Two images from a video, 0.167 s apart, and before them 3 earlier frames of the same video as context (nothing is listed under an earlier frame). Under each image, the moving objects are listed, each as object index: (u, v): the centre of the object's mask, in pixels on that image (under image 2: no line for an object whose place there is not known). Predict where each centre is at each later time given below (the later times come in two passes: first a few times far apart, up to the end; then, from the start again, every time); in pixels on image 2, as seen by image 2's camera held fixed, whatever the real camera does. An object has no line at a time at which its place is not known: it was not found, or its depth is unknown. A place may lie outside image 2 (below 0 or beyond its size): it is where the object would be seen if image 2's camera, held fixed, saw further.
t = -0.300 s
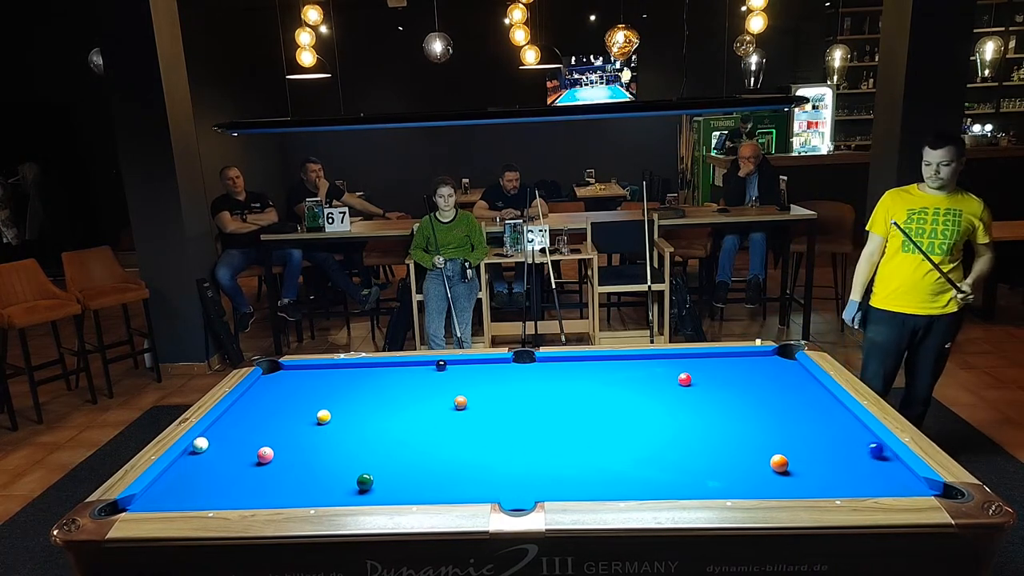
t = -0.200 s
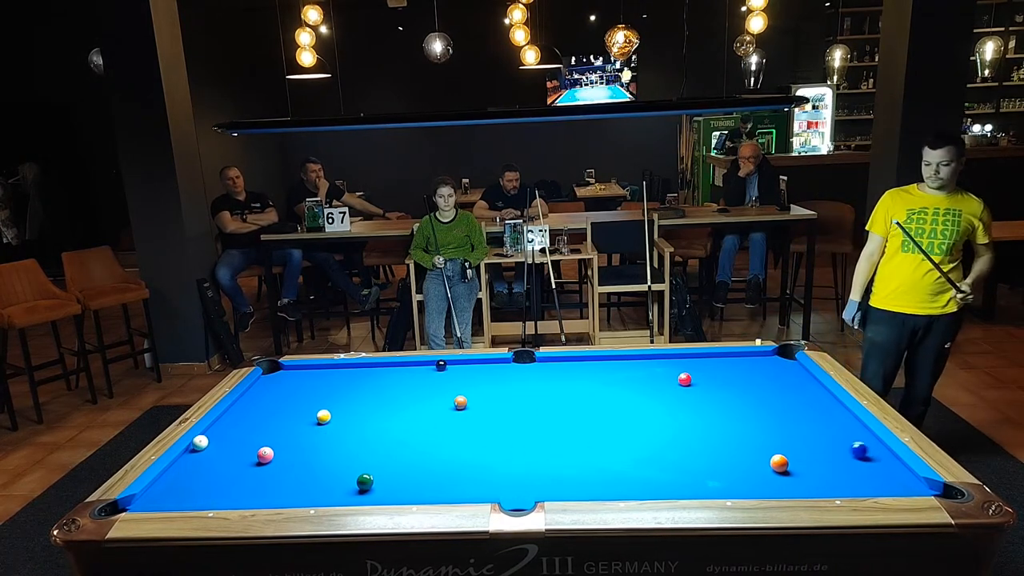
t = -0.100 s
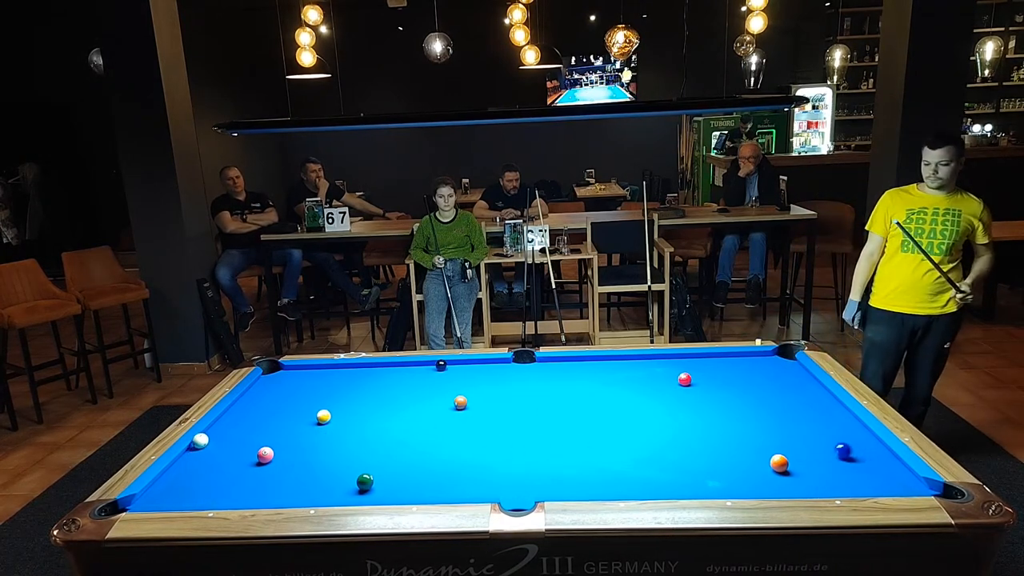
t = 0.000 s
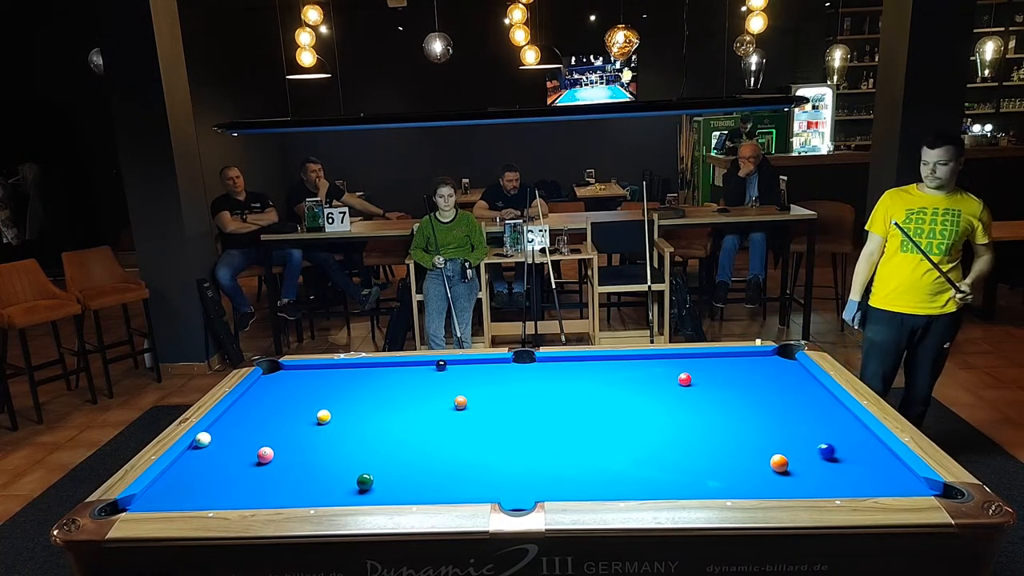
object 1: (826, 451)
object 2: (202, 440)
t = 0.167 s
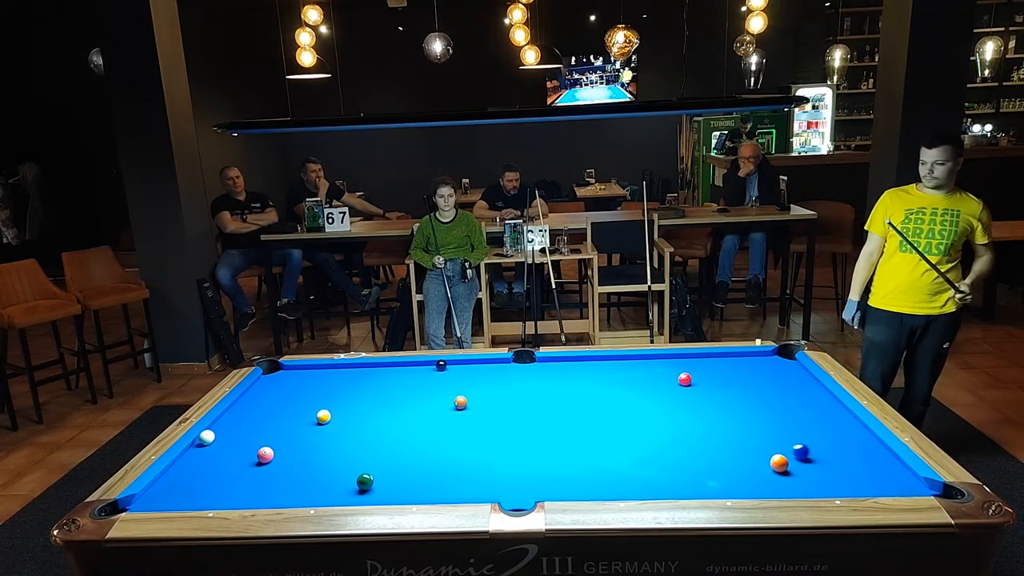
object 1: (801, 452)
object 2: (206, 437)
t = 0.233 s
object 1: (791, 452)
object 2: (208, 437)
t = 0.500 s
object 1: (751, 453)
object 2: (213, 434)
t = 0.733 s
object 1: (719, 454)
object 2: (217, 432)
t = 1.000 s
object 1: (683, 455)
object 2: (219, 431)
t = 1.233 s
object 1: (653, 455)
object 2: (221, 430)
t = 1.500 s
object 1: (621, 455)
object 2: (222, 430)
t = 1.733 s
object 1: (595, 456)
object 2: (222, 430)
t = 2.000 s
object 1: (567, 456)
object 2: (222, 430)
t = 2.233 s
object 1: (544, 456)
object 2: (222, 430)
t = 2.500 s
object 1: (519, 456)
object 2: (222, 430)
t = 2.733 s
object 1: (499, 456)
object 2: (222, 430)
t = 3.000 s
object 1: (477, 456)
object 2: (222, 430)
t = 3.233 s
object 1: (460, 455)
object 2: (222, 430)
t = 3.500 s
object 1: (441, 455)
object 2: (222, 430)
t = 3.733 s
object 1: (426, 455)
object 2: (222, 430)
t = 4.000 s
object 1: (411, 455)
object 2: (222, 430)
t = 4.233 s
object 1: (398, 455)
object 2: (222, 430)
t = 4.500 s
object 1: (386, 456)
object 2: (222, 430)
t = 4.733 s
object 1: (376, 456)
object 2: (222, 430)
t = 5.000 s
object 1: (367, 456)
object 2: (222, 430)
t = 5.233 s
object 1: (360, 455)
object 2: (222, 430)
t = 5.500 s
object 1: (354, 455)
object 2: (222, 430)
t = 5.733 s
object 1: (350, 455)
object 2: (222, 430)
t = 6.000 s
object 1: (346, 455)
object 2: (222, 430)
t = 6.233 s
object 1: (345, 456)
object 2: (222, 430)
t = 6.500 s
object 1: (344, 456)
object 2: (222, 430)
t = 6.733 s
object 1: (344, 456)
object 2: (222, 430)
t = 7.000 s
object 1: (344, 456)
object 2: (222, 430)
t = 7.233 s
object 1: (344, 456)
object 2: (222, 430)
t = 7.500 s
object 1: (344, 456)
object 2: (222, 430)
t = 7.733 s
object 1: (344, 456)
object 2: (222, 430)
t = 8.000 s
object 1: (344, 456)
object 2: (222, 430)
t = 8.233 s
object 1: (344, 456)
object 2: (222, 430)
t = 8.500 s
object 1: (344, 456)
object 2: (221, 430)
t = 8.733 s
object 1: (344, 456)
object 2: (221, 430)
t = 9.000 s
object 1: (344, 456)
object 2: (221, 430)
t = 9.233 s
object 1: (344, 456)
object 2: (221, 430)
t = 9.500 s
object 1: (344, 456)
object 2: (221, 430)
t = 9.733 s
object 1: (344, 456)
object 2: (221, 430)
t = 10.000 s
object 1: (344, 456)
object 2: (221, 430)
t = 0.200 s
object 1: (796, 453)
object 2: (207, 437)
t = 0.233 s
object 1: (791, 452)
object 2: (208, 437)
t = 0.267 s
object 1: (786, 452)
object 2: (209, 436)
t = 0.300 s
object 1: (780, 450)
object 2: (209, 436)
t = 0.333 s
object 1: (775, 450)
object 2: (210, 435)
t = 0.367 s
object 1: (769, 451)
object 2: (210, 435)
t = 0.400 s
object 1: (765, 452)
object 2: (211, 435)
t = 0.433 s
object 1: (761, 453)
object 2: (212, 435)
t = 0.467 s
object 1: (756, 453)
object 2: (213, 434)
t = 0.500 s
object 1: (751, 453)
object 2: (213, 434)
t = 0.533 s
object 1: (746, 454)
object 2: (214, 434)
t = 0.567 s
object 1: (742, 454)
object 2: (214, 433)
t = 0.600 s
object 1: (737, 454)
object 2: (215, 433)
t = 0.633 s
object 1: (732, 454)
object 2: (215, 433)
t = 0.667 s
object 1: (728, 454)
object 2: (216, 433)
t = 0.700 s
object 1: (723, 454)
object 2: (216, 433)
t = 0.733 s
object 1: (719, 454)
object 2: (217, 432)
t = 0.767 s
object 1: (714, 454)
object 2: (217, 432)
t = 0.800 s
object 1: (710, 454)
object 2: (217, 432)
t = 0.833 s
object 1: (705, 455)
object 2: (218, 432)
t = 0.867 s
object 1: (701, 454)
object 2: (218, 432)
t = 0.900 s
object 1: (696, 455)
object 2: (218, 431)
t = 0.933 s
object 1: (691, 455)
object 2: (219, 431)
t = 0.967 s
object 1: (687, 455)
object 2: (219, 431)
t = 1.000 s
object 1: (683, 455)
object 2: (219, 431)
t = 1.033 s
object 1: (679, 455)
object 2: (220, 431)
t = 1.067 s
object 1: (674, 455)
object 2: (220, 430)
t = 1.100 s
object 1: (670, 455)
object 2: (220, 431)
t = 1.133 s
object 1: (666, 455)
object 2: (220, 430)
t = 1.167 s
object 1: (661, 455)
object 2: (220, 430)
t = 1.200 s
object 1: (658, 455)
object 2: (221, 430)
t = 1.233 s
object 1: (653, 455)
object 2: (221, 430)
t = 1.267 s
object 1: (649, 455)
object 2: (221, 430)
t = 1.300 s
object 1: (645, 455)
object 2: (221, 430)
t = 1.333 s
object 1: (641, 455)
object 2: (221, 430)
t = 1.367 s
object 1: (637, 456)
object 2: (221, 430)
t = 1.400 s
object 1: (633, 455)
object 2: (221, 430)
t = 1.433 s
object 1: (629, 456)
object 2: (222, 430)
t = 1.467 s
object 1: (625, 456)
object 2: (221, 430)
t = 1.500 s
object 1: (621, 455)
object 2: (222, 430)
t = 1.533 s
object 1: (617, 456)
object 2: (221, 430)
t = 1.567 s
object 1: (614, 456)
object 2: (222, 430)
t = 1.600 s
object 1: (610, 456)
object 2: (222, 430)
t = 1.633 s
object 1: (606, 456)
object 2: (222, 430)
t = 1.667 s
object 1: (602, 456)
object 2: (222, 430)
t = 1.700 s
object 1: (599, 456)
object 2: (222, 430)
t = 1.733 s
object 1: (595, 456)
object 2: (222, 430)
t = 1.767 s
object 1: (591, 456)
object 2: (222, 430)
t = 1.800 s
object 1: (588, 456)
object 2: (222, 430)
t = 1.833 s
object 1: (584, 456)
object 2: (222, 430)
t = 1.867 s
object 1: (581, 456)
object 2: (222, 430)
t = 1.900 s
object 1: (577, 456)
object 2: (222, 430)
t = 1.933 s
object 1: (574, 456)
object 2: (222, 430)
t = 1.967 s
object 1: (570, 456)
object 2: (222, 430)
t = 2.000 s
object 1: (567, 456)
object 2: (222, 430)
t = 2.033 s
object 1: (563, 456)
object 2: (222, 430)
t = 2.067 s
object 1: (560, 456)
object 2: (222, 430)
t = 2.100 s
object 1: (557, 456)
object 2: (222, 430)
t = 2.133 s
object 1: (553, 456)
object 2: (222, 430)
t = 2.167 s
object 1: (550, 456)
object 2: (222, 430)
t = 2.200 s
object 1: (547, 456)
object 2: (222, 430)
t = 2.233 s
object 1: (544, 456)
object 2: (222, 430)
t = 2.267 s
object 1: (540, 456)
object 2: (222, 430)
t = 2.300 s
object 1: (537, 456)
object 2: (222, 430)
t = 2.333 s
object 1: (534, 456)
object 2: (222, 430)
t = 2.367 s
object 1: (531, 457)
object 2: (222, 430)
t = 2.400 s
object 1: (528, 456)
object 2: (222, 430)
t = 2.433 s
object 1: (525, 457)
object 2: (222, 430)
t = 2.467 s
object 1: (522, 456)
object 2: (222, 430)
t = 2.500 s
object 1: (519, 456)
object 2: (222, 430)
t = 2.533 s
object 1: (516, 456)
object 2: (222, 430)
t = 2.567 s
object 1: (513, 456)
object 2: (222, 430)
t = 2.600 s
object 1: (510, 456)
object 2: (222, 430)
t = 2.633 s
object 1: (507, 456)
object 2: (222, 430)
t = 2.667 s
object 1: (504, 456)
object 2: (222, 430)
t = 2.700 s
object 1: (501, 456)
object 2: (222, 430)
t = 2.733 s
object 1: (499, 456)
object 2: (222, 430)
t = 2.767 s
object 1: (496, 456)
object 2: (222, 430)
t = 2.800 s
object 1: (493, 456)
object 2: (222, 430)
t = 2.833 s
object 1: (490, 456)
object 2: (222, 430)
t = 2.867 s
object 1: (488, 456)
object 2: (222, 430)
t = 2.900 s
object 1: (485, 456)
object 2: (222, 430)
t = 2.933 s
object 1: (482, 456)
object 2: (222, 430)
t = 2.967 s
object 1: (480, 456)
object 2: (222, 430)
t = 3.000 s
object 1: (477, 456)
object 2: (222, 430)
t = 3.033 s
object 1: (475, 456)
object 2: (222, 430)
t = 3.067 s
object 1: (472, 455)
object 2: (222, 430)
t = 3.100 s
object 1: (470, 455)
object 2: (222, 430)
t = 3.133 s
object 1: (467, 455)
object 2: (222, 430)
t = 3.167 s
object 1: (465, 456)
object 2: (222, 430)
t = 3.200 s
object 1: (462, 456)
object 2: (222, 430)
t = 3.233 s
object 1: (460, 455)
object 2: (222, 430)
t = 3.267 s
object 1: (457, 455)
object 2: (222, 430)
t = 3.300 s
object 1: (455, 455)
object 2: (222, 430)
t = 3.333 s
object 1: (453, 455)
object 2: (222, 430)
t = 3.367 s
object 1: (450, 455)
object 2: (222, 430)
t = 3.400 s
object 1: (448, 455)
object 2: (222, 430)
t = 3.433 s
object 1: (446, 455)
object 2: (222, 430)
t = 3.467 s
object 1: (443, 455)
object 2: (222, 430)
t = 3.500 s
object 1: (441, 455)
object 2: (222, 430)
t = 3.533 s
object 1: (439, 455)
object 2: (222, 430)
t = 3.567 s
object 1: (437, 455)
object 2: (222, 430)
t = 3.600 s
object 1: (435, 455)
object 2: (222, 430)
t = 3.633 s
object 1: (432, 455)
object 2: (222, 430)
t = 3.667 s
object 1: (430, 455)
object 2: (222, 430)
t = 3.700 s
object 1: (428, 455)
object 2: (222, 430)
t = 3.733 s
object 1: (426, 455)
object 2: (222, 430)
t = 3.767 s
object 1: (424, 455)
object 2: (222, 430)
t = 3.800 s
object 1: (422, 455)
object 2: (222, 430)
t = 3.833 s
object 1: (420, 455)
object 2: (222, 430)
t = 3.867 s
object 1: (418, 455)
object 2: (222, 430)
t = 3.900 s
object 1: (416, 455)
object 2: (222, 430)
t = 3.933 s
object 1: (414, 455)
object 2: (222, 430)
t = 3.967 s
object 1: (413, 455)
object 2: (222, 430)
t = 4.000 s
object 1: (411, 455)
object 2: (222, 430)
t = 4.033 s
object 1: (409, 455)
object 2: (222, 430)
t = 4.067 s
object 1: (407, 456)
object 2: (222, 430)
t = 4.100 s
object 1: (405, 455)
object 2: (222, 430)
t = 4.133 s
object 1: (404, 456)
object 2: (222, 430)
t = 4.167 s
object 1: (402, 456)
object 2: (222, 430)
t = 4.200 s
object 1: (400, 456)
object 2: (222, 430)
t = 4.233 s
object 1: (398, 455)
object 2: (222, 430)
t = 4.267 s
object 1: (397, 456)
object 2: (222, 430)
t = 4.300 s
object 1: (395, 455)
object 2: (222, 430)
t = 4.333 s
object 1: (393, 456)
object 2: (222, 430)
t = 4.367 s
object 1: (392, 456)
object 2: (222, 430)
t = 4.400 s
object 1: (390, 456)
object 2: (222, 430)
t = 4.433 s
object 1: (389, 456)
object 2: (222, 430)
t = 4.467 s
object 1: (387, 456)
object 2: (222, 430)
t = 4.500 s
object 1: (386, 456)
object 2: (222, 430)
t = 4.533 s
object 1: (384, 456)
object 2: (222, 430)
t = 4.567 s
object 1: (383, 456)
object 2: (222, 430)
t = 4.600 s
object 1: (381, 456)
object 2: (222, 430)
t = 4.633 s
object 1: (380, 456)
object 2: (222, 430)
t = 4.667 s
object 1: (379, 456)
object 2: (222, 430)
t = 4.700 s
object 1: (378, 456)
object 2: (222, 430)
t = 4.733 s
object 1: (376, 456)
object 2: (222, 430)
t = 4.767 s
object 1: (375, 456)
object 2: (222, 430)
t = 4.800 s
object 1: (374, 455)
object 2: (222, 430)
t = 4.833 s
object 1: (373, 455)
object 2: (222, 430)
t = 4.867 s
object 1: (371, 456)
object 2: (222, 430)
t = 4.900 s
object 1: (370, 455)
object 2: (222, 430)
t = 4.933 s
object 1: (369, 455)
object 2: (222, 430)
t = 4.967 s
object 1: (368, 456)
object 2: (222, 430)
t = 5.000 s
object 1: (367, 456)
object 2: (222, 430)
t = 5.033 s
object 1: (366, 455)
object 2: (222, 430)
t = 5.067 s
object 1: (365, 455)
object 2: (222, 430)
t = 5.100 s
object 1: (364, 455)
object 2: (222, 430)
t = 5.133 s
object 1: (363, 455)
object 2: (222, 430)
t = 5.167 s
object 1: (362, 455)
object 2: (222, 430)
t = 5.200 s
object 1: (361, 455)
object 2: (222, 430)
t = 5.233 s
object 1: (360, 455)
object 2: (222, 430)
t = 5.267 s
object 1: (359, 455)
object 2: (222, 430)
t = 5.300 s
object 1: (358, 455)
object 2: (222, 430)
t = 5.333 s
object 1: (357, 455)
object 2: (222, 430)
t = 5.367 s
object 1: (357, 455)
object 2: (222, 430)
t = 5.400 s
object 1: (356, 455)
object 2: (222, 430)
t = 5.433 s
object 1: (355, 455)
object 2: (222, 430)
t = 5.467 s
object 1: (354, 455)
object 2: (222, 430)
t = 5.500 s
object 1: (354, 455)
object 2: (222, 430)
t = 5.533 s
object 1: (353, 455)
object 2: (222, 430)
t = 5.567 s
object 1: (352, 455)
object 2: (222, 430)
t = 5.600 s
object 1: (352, 455)
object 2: (222, 430)
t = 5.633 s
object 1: (351, 455)
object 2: (222, 430)
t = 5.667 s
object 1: (351, 455)
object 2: (222, 430)
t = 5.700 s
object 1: (350, 455)
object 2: (222, 430)
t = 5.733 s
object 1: (350, 455)
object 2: (222, 430)
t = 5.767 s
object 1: (349, 455)
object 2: (222, 430)
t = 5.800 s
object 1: (349, 455)
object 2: (222, 430)
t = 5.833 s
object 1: (348, 455)
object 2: (222, 430)
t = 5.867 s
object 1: (348, 455)
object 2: (222, 430)
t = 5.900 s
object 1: (347, 455)
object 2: (222, 430)
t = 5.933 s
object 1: (347, 455)
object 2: (222, 430)
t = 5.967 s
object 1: (346, 455)
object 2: (222, 430)
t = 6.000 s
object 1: (346, 455)
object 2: (222, 430)
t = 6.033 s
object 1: (346, 455)
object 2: (222, 430)
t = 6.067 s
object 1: (345, 455)
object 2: (222, 430)
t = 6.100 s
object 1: (345, 455)
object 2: (222, 430)
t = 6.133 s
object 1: (345, 455)
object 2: (222, 430)
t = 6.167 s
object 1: (345, 456)
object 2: (222, 430)
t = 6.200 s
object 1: (345, 456)
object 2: (222, 430)
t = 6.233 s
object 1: (345, 456)
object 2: (222, 430)
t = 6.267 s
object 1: (344, 456)
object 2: (222, 430)
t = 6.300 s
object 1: (344, 455)
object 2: (222, 430)
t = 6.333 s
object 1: (344, 456)
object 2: (222, 430)
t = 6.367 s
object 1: (344, 456)
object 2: (222, 430)
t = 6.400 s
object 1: (344, 456)
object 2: (222, 430)
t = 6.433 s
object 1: (344, 456)
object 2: (222, 430)
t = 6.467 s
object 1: (344, 456)
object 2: (222, 430)
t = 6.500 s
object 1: (344, 456)
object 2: (222, 430)
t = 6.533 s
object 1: (344, 456)
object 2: (222, 430)
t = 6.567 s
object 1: (344, 456)
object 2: (222, 430)
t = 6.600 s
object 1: (344, 456)
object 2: (222, 430)
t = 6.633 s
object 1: (344, 456)
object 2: (222, 430)
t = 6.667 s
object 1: (344, 456)
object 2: (222, 430)
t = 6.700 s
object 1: (344, 456)
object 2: (222, 430)
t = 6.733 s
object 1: (344, 456)
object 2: (222, 430)
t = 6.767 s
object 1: (344, 456)
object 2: (222, 430)
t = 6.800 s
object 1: (344, 456)
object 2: (222, 430)
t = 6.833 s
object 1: (344, 456)
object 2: (222, 430)
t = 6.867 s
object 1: (344, 456)
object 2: (222, 430)
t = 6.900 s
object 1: (344, 456)
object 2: (222, 430)
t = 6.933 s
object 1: (344, 456)
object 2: (222, 430)
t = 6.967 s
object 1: (344, 456)
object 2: (222, 430)
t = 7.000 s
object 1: (344, 456)
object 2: (222, 430)
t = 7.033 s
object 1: (344, 456)
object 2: (222, 430)
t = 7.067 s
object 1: (344, 456)
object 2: (222, 430)
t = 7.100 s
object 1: (344, 456)
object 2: (222, 430)
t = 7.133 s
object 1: (344, 456)
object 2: (222, 430)
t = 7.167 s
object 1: (344, 456)
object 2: (222, 430)
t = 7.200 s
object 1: (344, 456)
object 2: (222, 430)
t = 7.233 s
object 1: (344, 456)
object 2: (222, 430)
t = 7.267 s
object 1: (344, 456)
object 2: (222, 430)
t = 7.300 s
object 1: (344, 456)
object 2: (222, 430)
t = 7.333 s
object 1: (344, 456)
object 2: (222, 430)
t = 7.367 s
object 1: (344, 456)
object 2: (222, 430)
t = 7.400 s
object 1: (344, 456)
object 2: (222, 430)
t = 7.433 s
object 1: (344, 456)
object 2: (222, 430)
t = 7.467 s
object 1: (344, 456)
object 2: (222, 430)
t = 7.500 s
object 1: (344, 456)
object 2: (222, 430)
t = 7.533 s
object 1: (344, 456)
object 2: (222, 430)
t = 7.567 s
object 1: (344, 456)
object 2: (222, 430)
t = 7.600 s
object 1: (344, 456)
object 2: (222, 430)
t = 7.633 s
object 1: (344, 456)
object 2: (222, 430)
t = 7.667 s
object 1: (344, 456)
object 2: (222, 430)
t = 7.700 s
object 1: (344, 456)
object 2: (221, 430)
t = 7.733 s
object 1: (344, 456)
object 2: (222, 430)
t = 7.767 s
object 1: (344, 456)
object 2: (222, 430)
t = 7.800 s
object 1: (344, 456)
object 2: (221, 430)
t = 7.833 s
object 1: (344, 456)
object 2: (222, 430)
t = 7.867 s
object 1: (344, 456)
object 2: (222, 430)
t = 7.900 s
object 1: (344, 456)
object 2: (222, 430)
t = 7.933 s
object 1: (344, 456)
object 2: (222, 430)
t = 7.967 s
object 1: (344, 456)
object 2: (222, 430)
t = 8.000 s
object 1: (344, 456)
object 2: (222, 430)
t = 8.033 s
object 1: (344, 456)
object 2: (222, 430)
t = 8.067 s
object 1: (344, 456)
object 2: (222, 430)
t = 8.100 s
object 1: (344, 456)
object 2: (222, 430)
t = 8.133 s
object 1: (344, 456)
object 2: (222, 430)
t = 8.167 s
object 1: (344, 456)
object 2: (222, 430)
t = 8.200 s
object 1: (344, 456)
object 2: (222, 430)
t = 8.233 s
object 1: (344, 456)
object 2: (222, 430)
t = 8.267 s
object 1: (344, 456)
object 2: (221, 430)
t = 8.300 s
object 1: (344, 456)
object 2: (221, 430)
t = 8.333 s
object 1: (344, 456)
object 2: (221, 430)
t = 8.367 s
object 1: (344, 456)
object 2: (221, 430)
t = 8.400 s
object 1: (344, 456)
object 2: (221, 430)
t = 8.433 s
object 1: (344, 456)
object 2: (221, 430)
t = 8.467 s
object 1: (344, 456)
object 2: (221, 430)
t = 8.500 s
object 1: (344, 456)
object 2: (221, 430)
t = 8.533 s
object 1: (344, 456)
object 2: (221, 430)
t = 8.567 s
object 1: (344, 456)
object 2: (221, 430)
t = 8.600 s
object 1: (344, 456)
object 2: (221, 430)
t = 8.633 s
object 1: (344, 456)
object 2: (221, 430)
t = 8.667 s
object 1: (344, 456)
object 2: (221, 430)
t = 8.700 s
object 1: (344, 456)
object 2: (221, 430)
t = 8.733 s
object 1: (344, 456)
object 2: (221, 430)
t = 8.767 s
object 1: (344, 456)
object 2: (221, 430)
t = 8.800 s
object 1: (344, 456)
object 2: (221, 430)
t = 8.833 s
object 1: (344, 456)
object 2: (221, 430)
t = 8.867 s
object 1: (344, 456)
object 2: (221, 430)
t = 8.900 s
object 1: (344, 456)
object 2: (221, 430)
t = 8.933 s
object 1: (344, 456)
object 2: (221, 430)
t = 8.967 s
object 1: (344, 456)
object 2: (221, 430)
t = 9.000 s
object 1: (344, 456)
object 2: (221, 430)
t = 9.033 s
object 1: (344, 456)
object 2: (221, 430)
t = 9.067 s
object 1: (344, 456)
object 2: (221, 430)
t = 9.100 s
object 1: (344, 456)
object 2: (221, 430)
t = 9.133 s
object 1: (344, 456)
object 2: (221, 430)
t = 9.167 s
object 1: (344, 456)
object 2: (221, 430)
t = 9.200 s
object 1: (344, 456)
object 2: (221, 430)
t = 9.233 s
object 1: (344, 456)
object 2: (221, 430)
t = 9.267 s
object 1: (344, 456)
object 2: (221, 430)
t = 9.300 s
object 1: (344, 456)
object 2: (221, 430)
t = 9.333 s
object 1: (344, 456)
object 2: (221, 430)
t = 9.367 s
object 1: (344, 456)
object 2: (221, 430)
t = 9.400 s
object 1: (344, 456)
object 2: (221, 430)
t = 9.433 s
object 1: (344, 456)
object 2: (221, 430)
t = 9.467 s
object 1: (344, 456)
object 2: (221, 430)
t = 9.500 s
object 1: (344, 456)
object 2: (221, 430)
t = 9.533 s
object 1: (344, 456)
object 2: (221, 430)
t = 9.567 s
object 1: (344, 456)
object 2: (221, 430)
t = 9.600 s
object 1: (344, 456)
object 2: (221, 430)
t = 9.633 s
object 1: (344, 456)
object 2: (221, 430)
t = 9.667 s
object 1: (344, 456)
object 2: (221, 430)
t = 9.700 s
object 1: (344, 456)
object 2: (221, 430)
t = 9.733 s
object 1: (344, 456)
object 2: (221, 430)
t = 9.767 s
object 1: (344, 456)
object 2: (221, 430)
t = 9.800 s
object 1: (344, 456)
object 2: (221, 430)
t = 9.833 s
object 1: (344, 456)
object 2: (221, 430)
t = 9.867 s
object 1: (344, 456)
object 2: (221, 430)
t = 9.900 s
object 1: (344, 456)
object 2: (221, 430)
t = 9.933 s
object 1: (344, 456)
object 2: (221, 430)
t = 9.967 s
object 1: (344, 456)
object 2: (221, 430)
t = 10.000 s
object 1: (344, 456)
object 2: (221, 430)
